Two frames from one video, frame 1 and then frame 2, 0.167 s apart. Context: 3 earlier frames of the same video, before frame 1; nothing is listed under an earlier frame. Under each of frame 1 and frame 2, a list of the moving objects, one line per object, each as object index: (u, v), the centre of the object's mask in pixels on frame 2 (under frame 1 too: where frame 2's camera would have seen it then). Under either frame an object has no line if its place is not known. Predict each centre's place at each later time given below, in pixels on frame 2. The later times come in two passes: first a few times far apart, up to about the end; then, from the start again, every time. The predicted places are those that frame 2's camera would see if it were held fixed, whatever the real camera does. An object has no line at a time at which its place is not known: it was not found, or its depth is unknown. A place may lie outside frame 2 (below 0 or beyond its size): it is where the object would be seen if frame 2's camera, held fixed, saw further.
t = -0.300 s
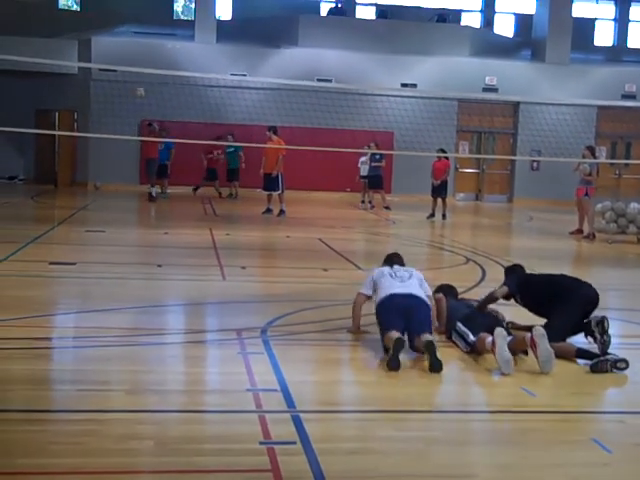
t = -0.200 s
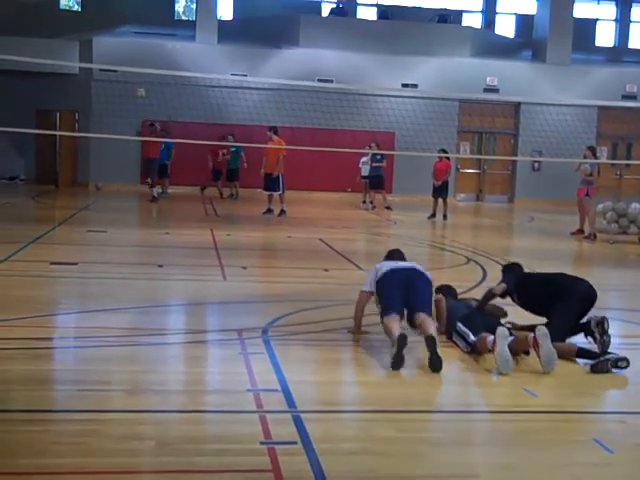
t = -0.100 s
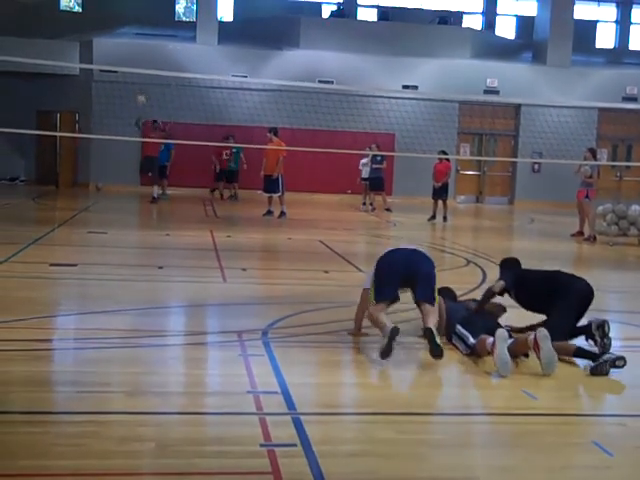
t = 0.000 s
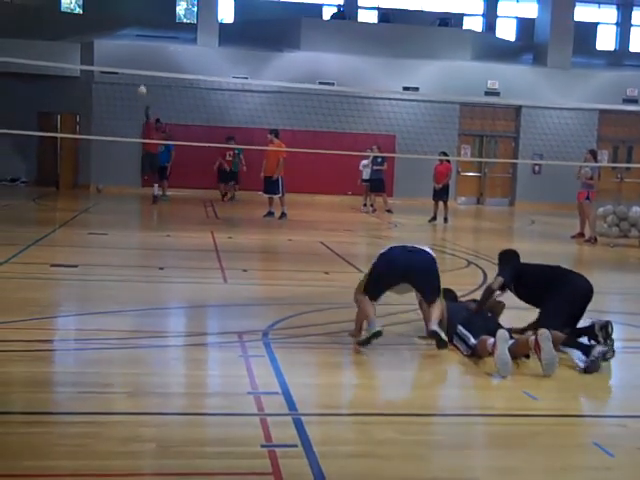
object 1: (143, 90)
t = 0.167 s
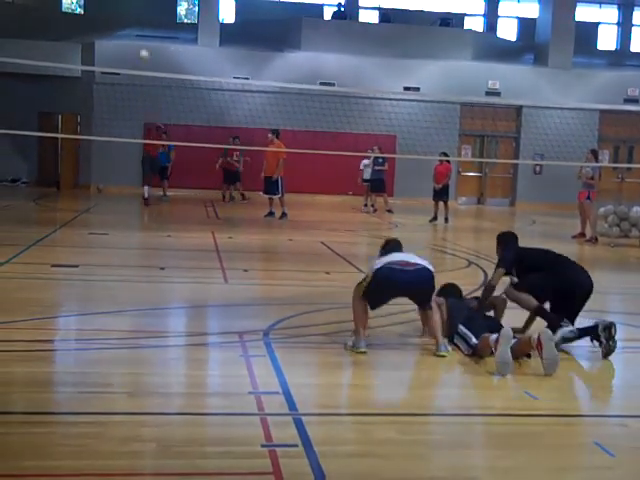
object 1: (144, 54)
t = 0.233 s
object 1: (143, 42)
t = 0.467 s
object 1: (147, 16)
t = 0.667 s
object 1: (152, 16)
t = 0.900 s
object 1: (162, 57)
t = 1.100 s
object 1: (168, 157)
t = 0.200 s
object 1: (144, 48)
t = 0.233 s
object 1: (143, 42)
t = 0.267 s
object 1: (145, 37)
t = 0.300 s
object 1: (146, 32)
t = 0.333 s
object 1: (146, 27)
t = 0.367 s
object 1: (146, 24)
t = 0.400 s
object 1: (146, 21)
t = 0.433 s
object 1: (146, 18)
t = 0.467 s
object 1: (147, 16)
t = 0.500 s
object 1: (148, 14)
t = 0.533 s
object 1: (149, 13)
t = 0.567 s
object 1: (149, 12)
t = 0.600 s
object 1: (150, 13)
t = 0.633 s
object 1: (151, 14)
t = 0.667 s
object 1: (152, 16)
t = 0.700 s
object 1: (153, 19)
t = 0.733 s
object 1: (153, 23)
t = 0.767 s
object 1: (155, 28)
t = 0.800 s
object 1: (156, 33)
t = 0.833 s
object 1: (158, 41)
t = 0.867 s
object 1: (161, 48)
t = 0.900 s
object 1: (162, 57)
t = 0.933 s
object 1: (162, 69)
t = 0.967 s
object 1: (164, 83)
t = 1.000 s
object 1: (165, 97)
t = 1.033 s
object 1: (166, 115)
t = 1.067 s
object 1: (167, 133)
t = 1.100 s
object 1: (168, 157)
